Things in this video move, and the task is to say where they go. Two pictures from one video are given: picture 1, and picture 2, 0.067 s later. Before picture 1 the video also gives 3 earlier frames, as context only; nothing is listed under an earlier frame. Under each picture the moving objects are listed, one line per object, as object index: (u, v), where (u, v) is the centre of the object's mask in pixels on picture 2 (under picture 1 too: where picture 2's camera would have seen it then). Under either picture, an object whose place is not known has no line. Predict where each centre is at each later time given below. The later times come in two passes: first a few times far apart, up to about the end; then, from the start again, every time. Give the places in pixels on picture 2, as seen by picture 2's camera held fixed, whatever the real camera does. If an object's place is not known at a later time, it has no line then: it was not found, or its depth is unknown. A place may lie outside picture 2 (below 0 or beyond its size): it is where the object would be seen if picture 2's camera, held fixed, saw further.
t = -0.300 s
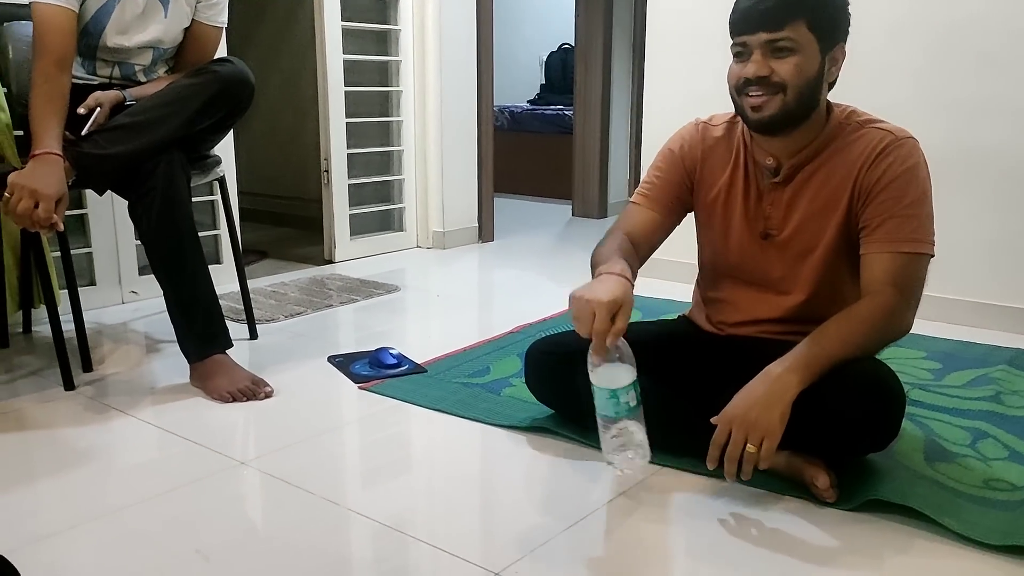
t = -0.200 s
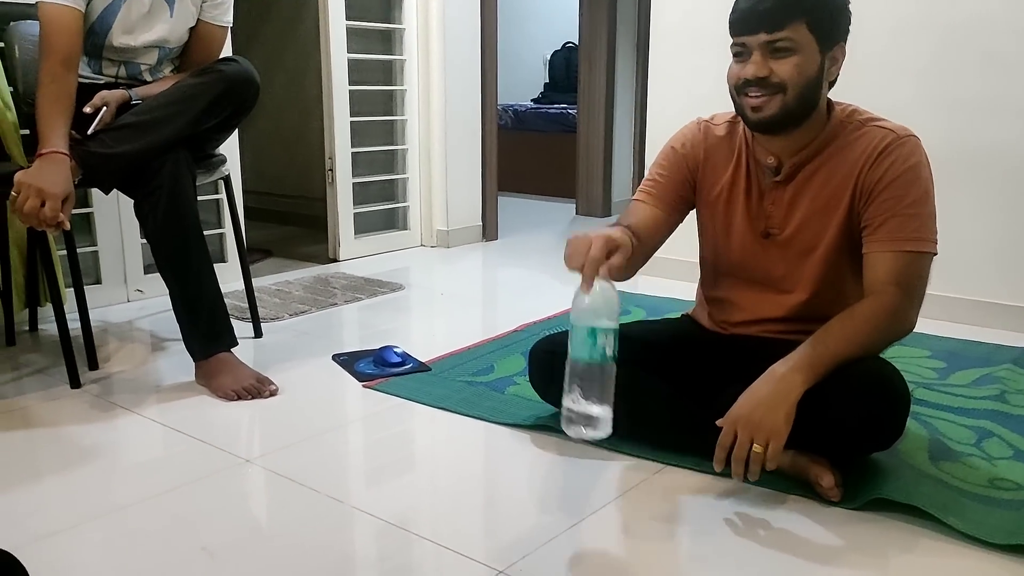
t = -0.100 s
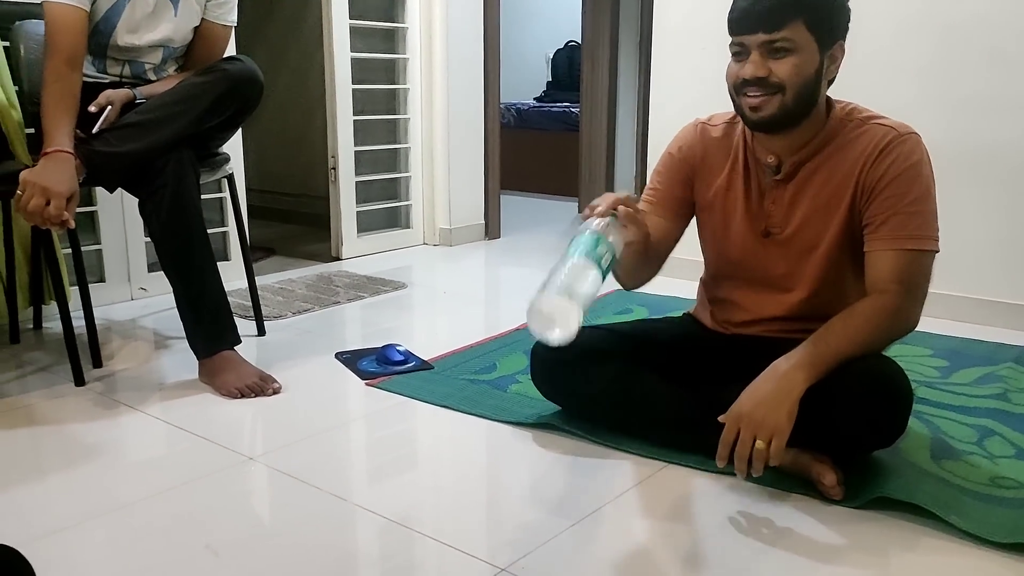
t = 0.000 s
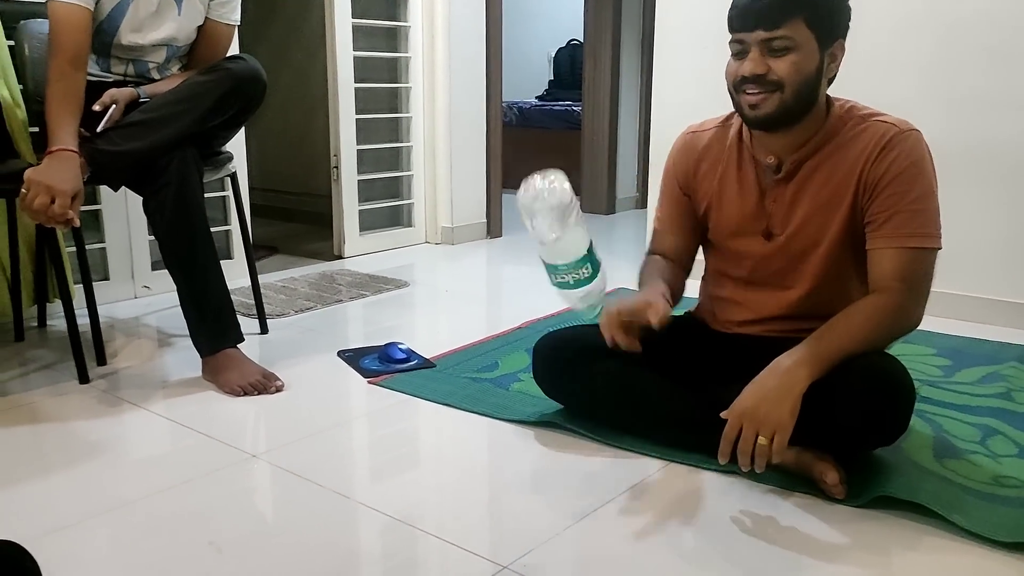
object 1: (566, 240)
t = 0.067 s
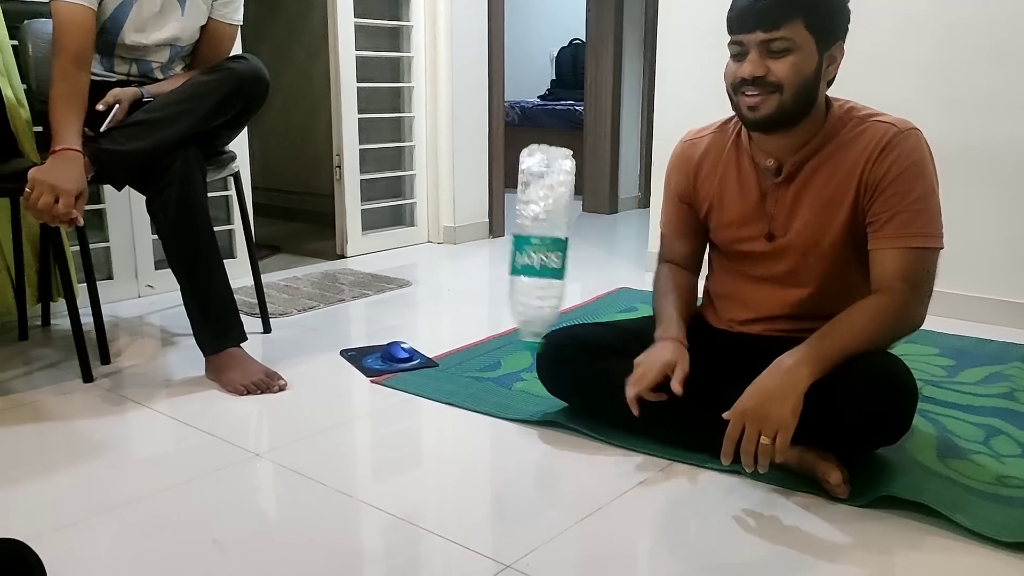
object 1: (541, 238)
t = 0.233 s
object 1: (501, 247)
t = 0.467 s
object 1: (500, 476)
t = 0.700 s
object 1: (510, 486)
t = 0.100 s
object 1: (526, 233)
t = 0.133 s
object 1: (515, 227)
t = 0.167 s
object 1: (511, 223)
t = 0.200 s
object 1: (503, 230)
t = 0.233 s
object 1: (501, 247)
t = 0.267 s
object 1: (504, 284)
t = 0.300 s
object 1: (505, 330)
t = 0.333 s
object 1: (502, 385)
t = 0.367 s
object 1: (500, 453)
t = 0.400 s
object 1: (499, 482)
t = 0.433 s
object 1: (499, 478)
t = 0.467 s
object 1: (500, 476)
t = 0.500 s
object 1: (501, 475)
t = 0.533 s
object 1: (503, 473)
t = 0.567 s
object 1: (504, 473)
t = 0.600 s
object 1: (506, 474)
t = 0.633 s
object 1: (508, 476)
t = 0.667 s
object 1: (509, 479)
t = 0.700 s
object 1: (510, 486)
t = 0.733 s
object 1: (511, 497)
